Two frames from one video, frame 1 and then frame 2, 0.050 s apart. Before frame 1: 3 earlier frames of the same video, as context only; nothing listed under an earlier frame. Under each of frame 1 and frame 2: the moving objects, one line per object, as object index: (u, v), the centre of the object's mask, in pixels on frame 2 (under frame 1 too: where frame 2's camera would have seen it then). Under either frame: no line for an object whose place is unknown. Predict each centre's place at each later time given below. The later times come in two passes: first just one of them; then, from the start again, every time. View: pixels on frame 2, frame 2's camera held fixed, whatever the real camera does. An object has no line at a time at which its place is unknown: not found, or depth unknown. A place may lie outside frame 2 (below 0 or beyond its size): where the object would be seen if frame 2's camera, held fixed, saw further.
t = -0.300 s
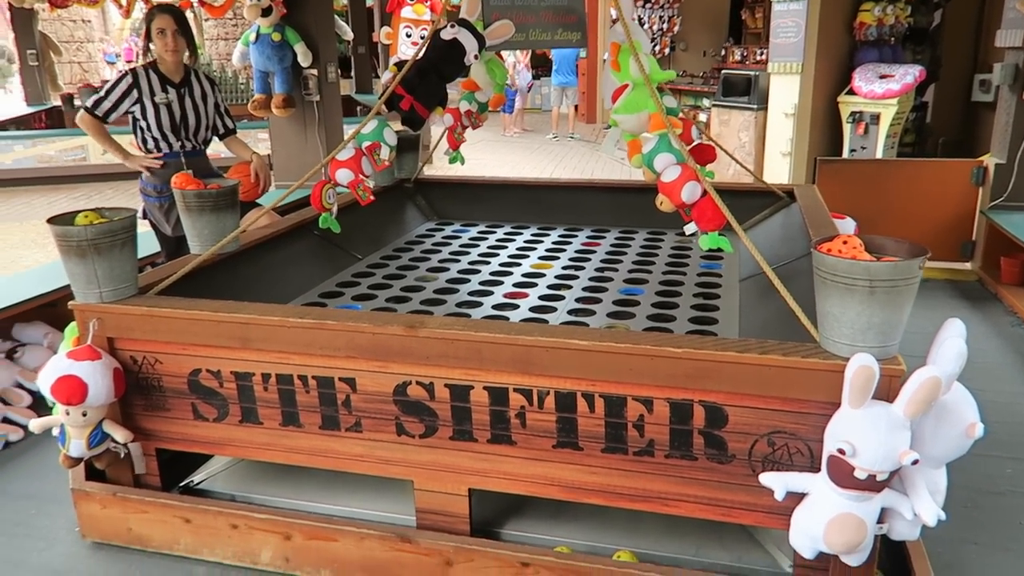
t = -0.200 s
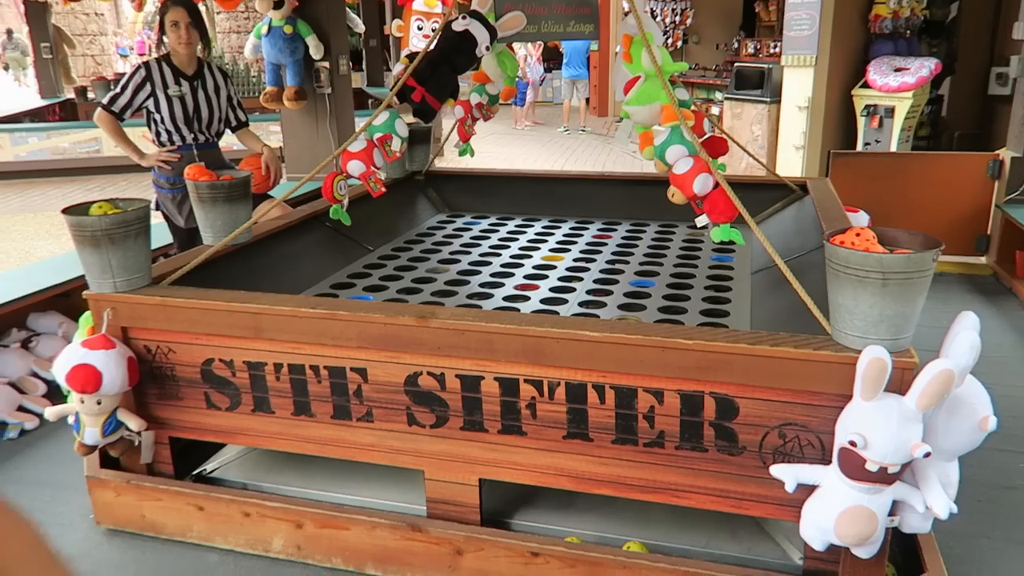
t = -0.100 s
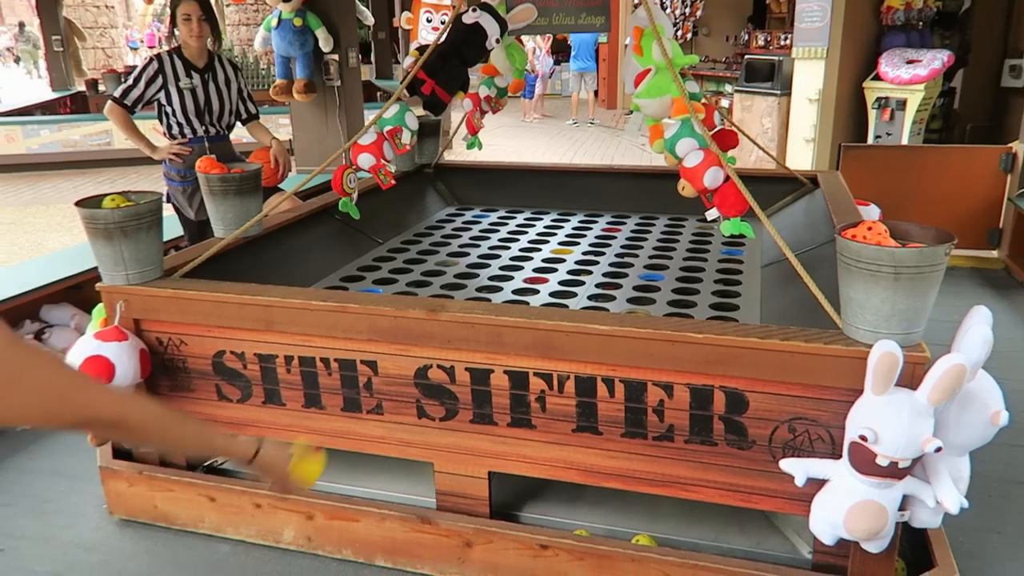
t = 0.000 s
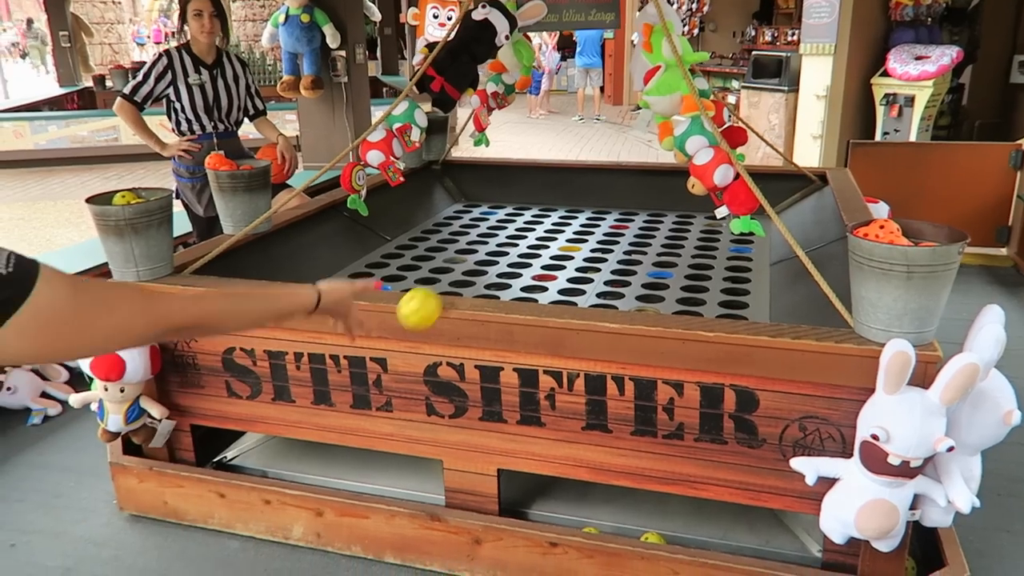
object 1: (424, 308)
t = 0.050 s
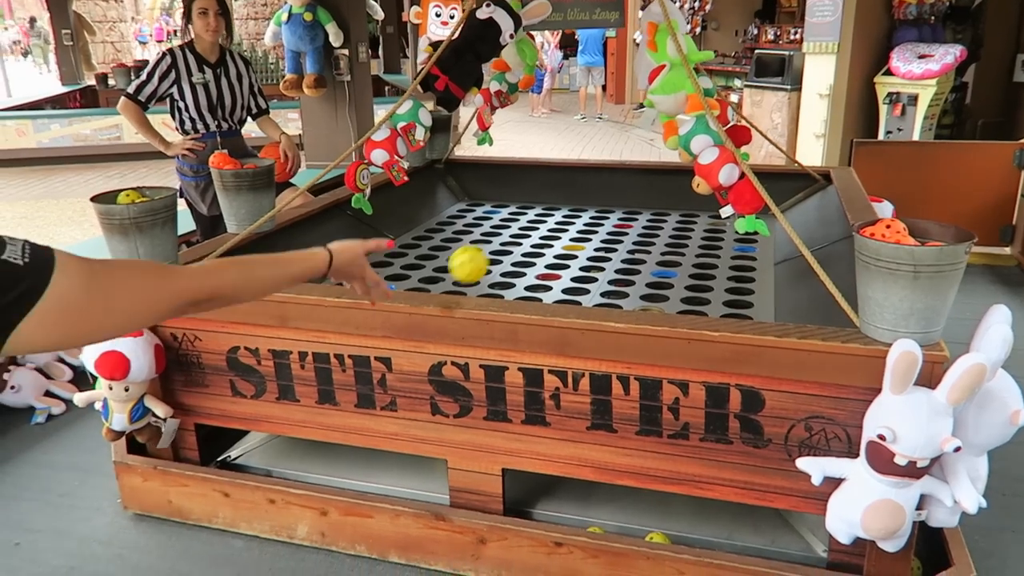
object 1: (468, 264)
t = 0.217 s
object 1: (581, 225)
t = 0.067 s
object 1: (481, 253)
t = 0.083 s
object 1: (495, 244)
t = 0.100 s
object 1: (507, 237)
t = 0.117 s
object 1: (520, 231)
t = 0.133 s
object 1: (532, 227)
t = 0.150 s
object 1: (543, 224)
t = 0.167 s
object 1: (553, 222)
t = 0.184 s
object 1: (563, 222)
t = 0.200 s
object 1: (573, 223)
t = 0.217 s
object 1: (581, 225)
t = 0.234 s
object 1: (590, 228)
